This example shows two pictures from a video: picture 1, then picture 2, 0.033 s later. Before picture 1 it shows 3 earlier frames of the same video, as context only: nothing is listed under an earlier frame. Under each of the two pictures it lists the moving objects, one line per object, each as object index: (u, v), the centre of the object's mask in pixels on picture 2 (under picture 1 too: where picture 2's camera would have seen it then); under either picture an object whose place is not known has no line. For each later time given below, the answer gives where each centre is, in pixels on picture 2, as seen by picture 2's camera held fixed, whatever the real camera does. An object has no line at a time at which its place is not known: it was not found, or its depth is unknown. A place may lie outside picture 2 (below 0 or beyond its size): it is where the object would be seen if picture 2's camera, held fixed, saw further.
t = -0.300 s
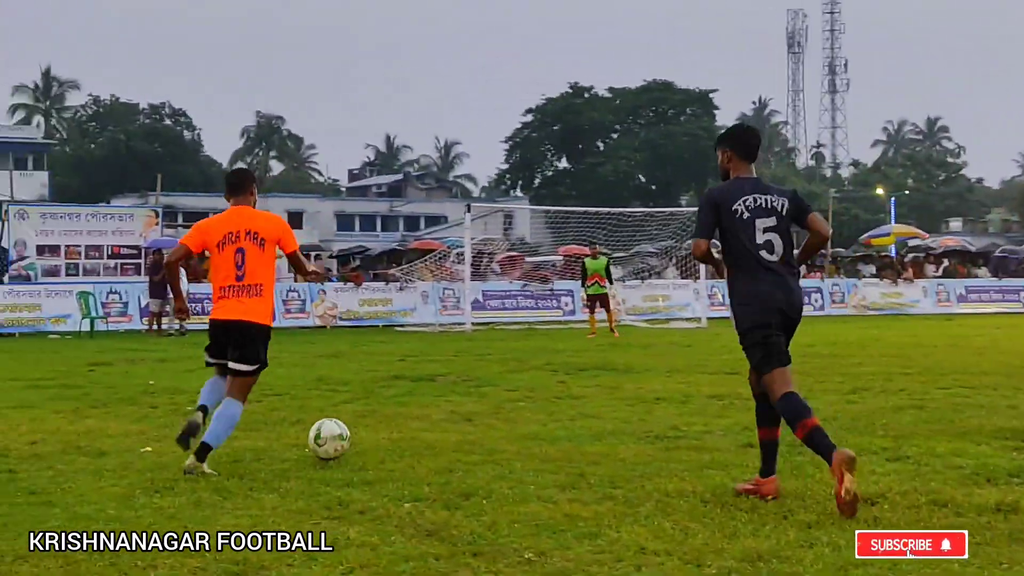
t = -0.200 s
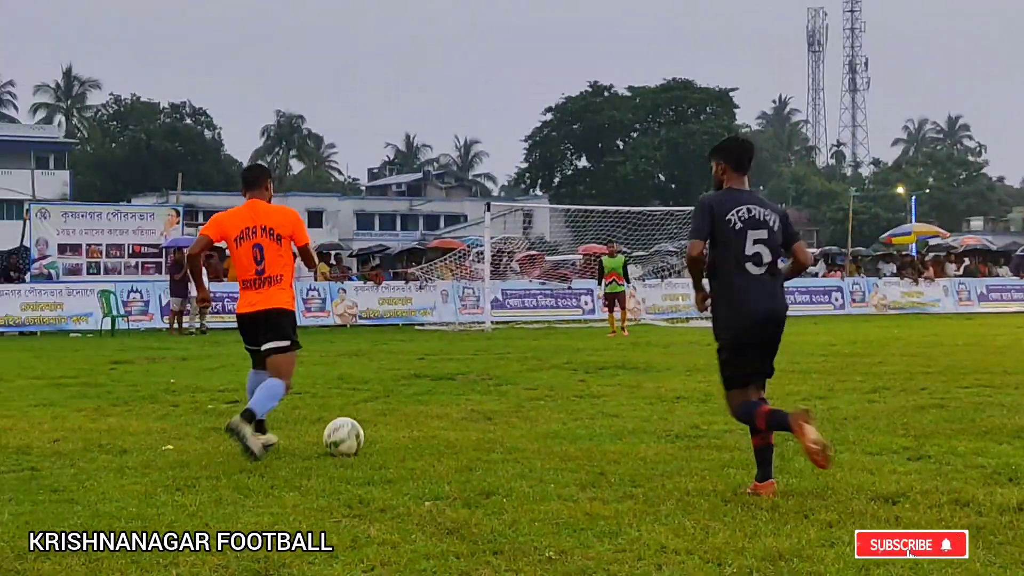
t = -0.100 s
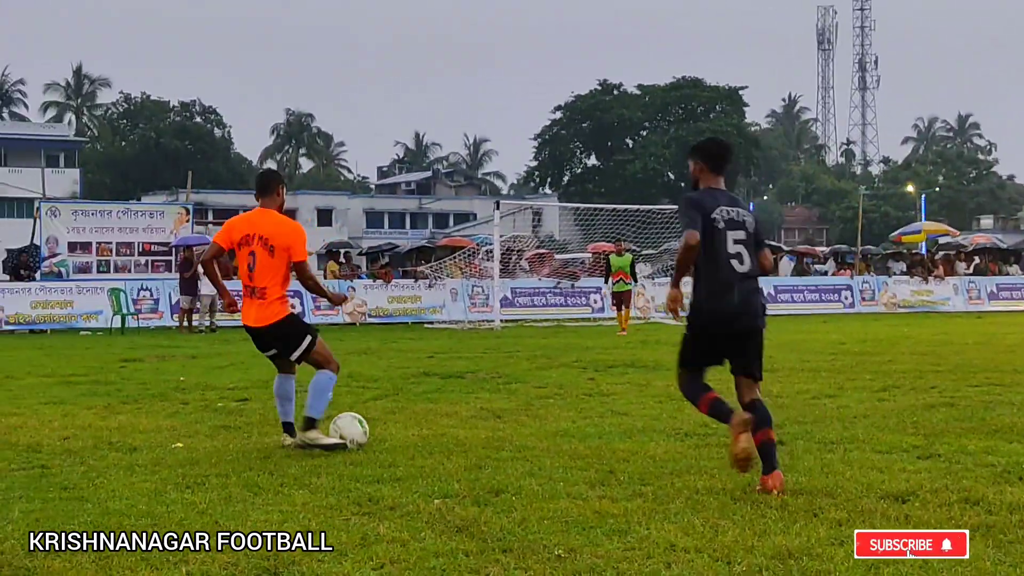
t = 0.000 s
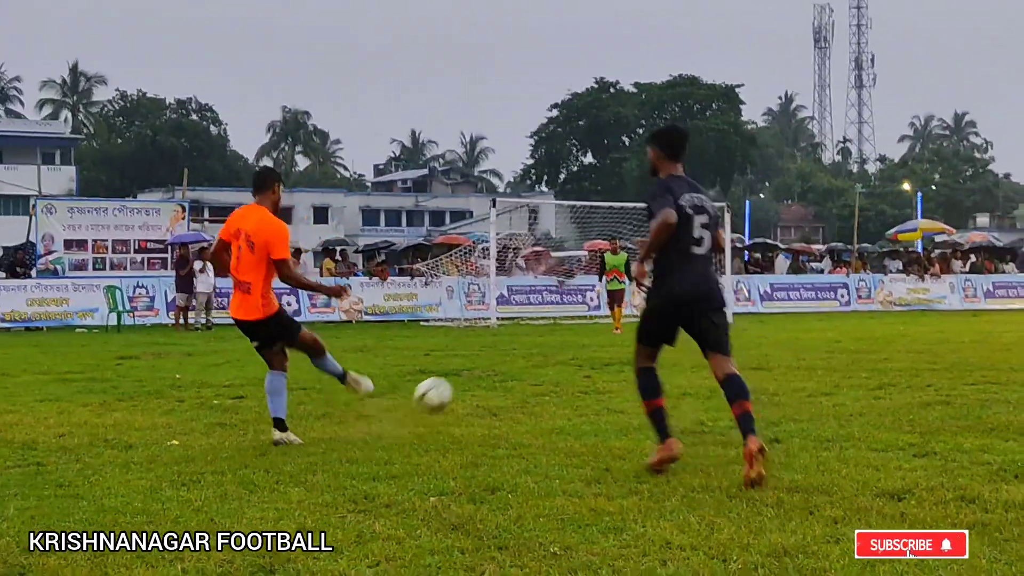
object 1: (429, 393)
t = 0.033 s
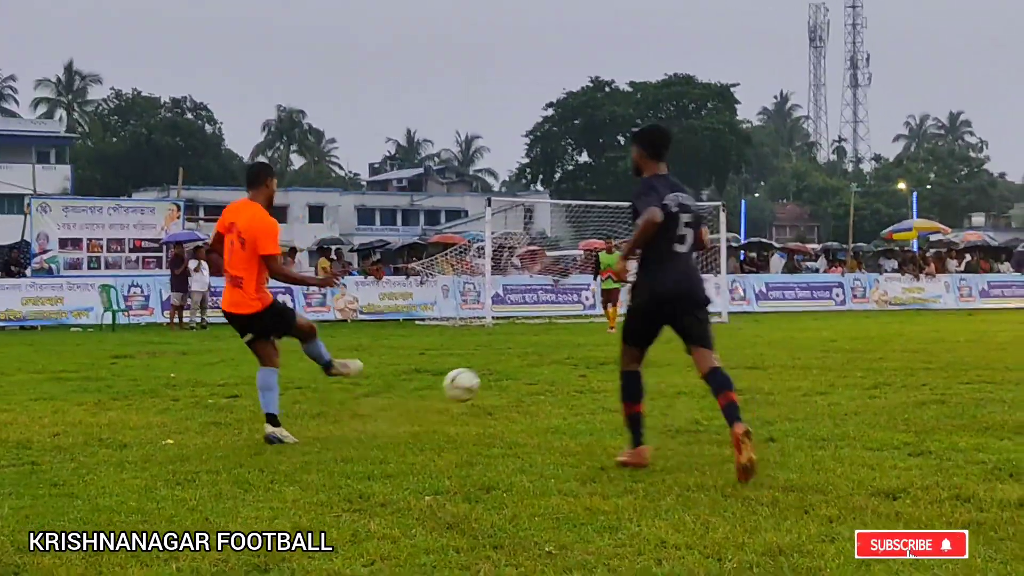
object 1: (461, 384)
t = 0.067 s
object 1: (491, 377)
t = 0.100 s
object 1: (517, 374)
